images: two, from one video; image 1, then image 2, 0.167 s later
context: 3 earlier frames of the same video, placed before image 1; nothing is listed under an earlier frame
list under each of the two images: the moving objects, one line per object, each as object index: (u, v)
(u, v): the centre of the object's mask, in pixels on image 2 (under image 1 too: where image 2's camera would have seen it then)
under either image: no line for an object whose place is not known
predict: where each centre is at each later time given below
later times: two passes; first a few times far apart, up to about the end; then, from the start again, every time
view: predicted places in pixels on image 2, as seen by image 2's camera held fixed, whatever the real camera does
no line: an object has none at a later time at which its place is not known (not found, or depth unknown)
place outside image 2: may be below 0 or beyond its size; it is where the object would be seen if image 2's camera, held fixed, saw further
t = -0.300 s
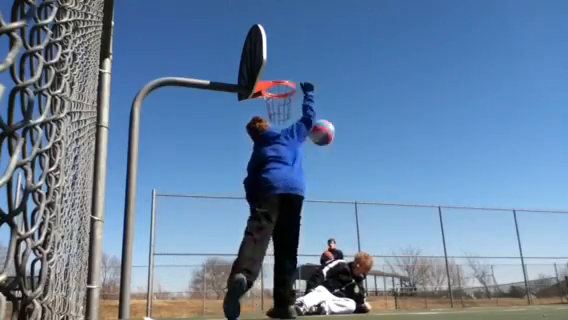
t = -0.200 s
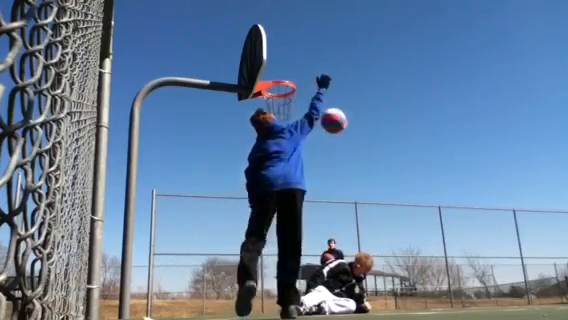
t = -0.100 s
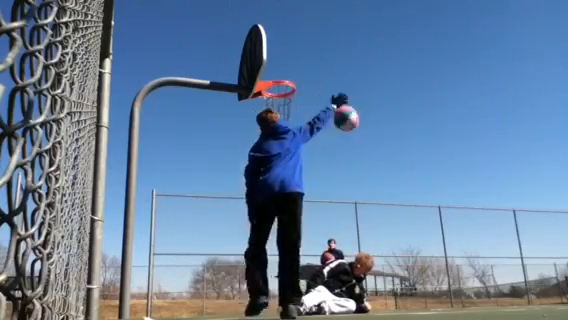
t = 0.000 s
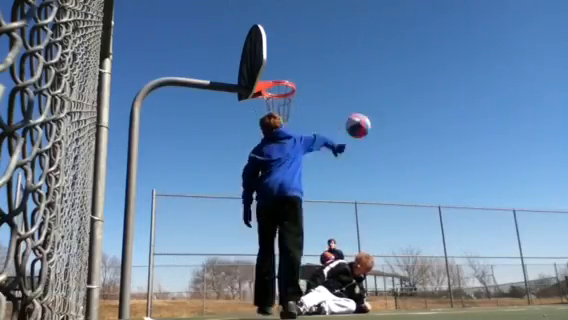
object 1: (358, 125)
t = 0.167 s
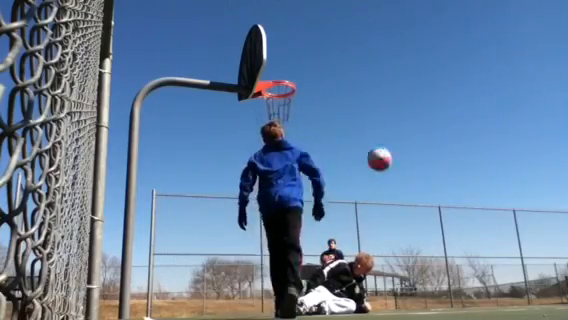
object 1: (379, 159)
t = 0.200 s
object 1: (384, 168)
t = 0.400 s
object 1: (413, 250)
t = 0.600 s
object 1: (424, 260)
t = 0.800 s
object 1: (420, 211)
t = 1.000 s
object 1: (421, 199)
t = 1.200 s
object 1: (426, 225)
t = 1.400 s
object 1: (435, 290)
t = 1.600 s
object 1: (434, 257)
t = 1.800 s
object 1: (435, 241)
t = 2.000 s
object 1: (441, 259)
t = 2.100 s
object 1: (445, 281)
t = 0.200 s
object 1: (384, 168)
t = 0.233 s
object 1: (388, 179)
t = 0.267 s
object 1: (393, 190)
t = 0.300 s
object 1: (398, 203)
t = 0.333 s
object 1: (403, 218)
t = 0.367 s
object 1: (408, 234)
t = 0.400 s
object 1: (413, 250)
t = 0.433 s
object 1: (419, 268)
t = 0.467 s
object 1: (425, 288)
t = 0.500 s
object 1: (429, 301)
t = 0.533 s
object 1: (428, 284)
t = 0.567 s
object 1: (426, 272)
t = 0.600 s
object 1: (424, 260)
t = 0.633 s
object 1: (424, 249)
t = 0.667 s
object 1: (423, 239)
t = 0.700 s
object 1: (422, 230)
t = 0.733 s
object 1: (421, 223)
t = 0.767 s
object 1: (421, 216)
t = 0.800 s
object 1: (420, 211)
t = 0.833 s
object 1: (420, 206)
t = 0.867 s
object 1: (420, 203)
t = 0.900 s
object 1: (420, 201)
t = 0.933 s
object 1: (420, 199)
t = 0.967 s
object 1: (421, 199)
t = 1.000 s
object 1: (421, 199)
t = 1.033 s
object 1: (421, 201)
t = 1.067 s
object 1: (422, 203)
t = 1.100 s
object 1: (422, 207)
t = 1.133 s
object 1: (423, 212)
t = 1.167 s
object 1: (424, 218)
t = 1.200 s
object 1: (426, 225)
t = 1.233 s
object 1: (427, 232)
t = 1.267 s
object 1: (427, 242)
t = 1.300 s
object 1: (429, 252)
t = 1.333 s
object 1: (431, 264)
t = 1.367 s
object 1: (433, 276)
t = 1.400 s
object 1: (435, 290)
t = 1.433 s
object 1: (437, 300)
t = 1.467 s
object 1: (436, 290)
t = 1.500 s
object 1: (435, 280)
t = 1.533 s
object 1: (434, 271)
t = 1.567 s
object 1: (434, 264)
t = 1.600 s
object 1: (434, 257)
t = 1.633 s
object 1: (434, 252)
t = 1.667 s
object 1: (434, 248)
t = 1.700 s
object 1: (434, 244)
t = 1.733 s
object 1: (434, 242)
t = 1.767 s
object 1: (434, 241)
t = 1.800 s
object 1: (435, 241)
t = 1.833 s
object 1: (435, 241)
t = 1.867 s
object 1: (436, 243)
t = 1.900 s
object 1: (437, 245)
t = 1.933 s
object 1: (438, 249)
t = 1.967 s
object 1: (439, 253)
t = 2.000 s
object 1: (441, 259)
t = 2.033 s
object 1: (442, 266)
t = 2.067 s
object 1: (444, 274)
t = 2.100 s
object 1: (445, 281)
